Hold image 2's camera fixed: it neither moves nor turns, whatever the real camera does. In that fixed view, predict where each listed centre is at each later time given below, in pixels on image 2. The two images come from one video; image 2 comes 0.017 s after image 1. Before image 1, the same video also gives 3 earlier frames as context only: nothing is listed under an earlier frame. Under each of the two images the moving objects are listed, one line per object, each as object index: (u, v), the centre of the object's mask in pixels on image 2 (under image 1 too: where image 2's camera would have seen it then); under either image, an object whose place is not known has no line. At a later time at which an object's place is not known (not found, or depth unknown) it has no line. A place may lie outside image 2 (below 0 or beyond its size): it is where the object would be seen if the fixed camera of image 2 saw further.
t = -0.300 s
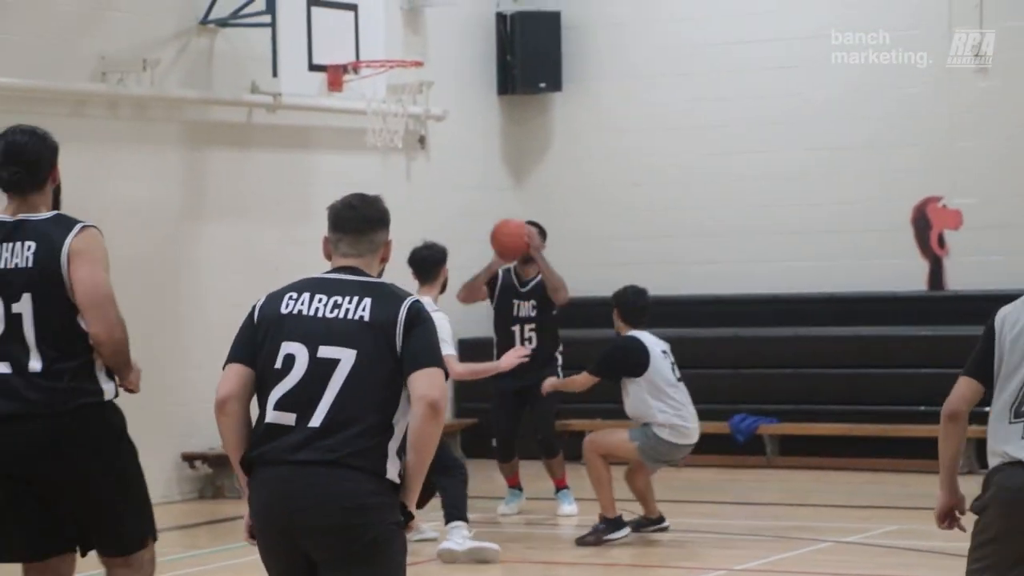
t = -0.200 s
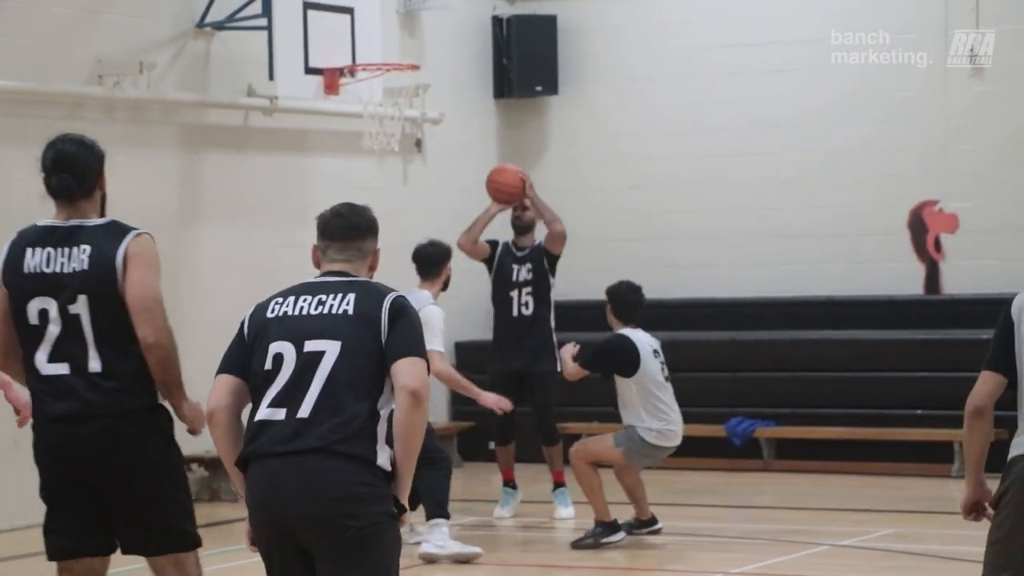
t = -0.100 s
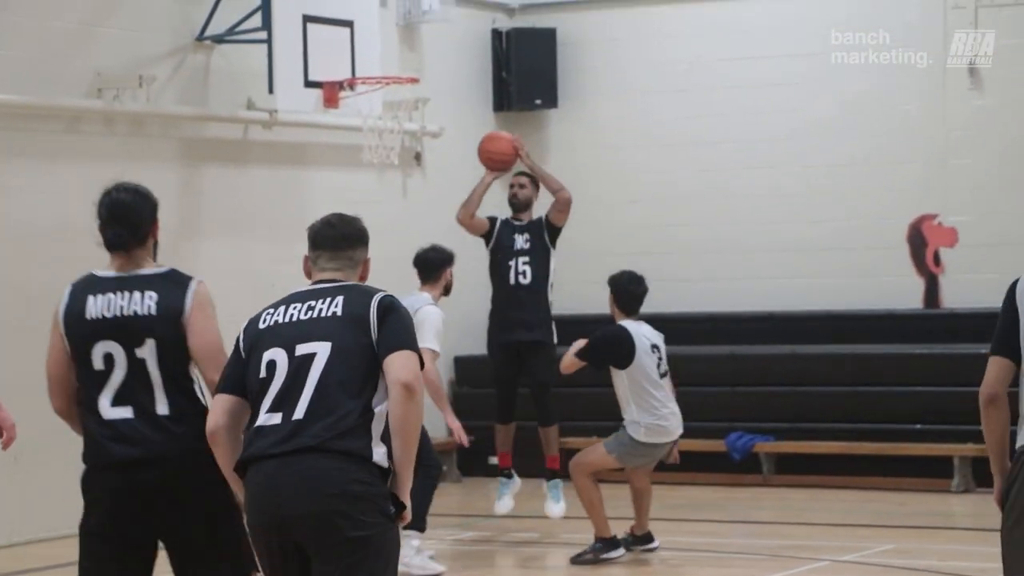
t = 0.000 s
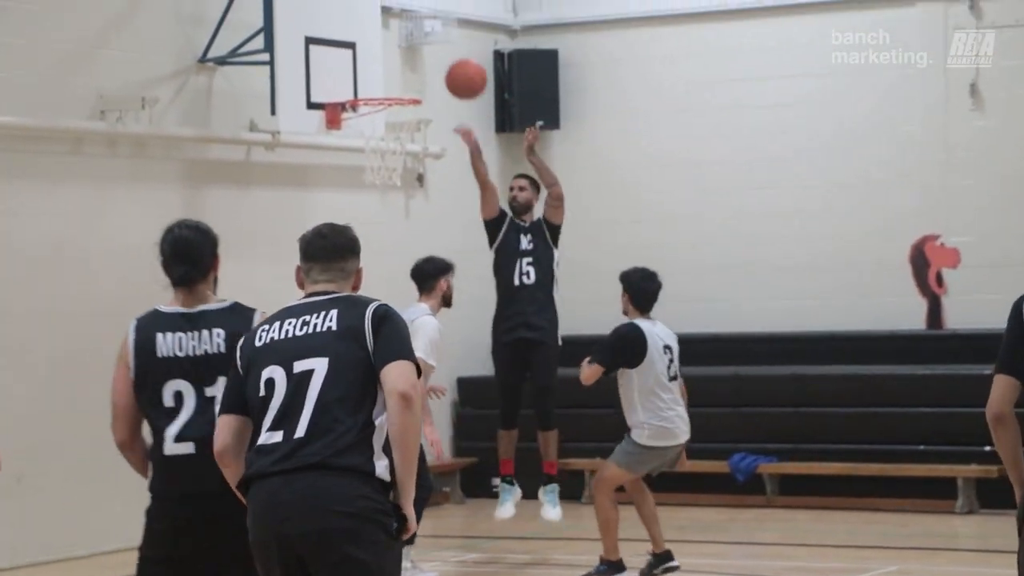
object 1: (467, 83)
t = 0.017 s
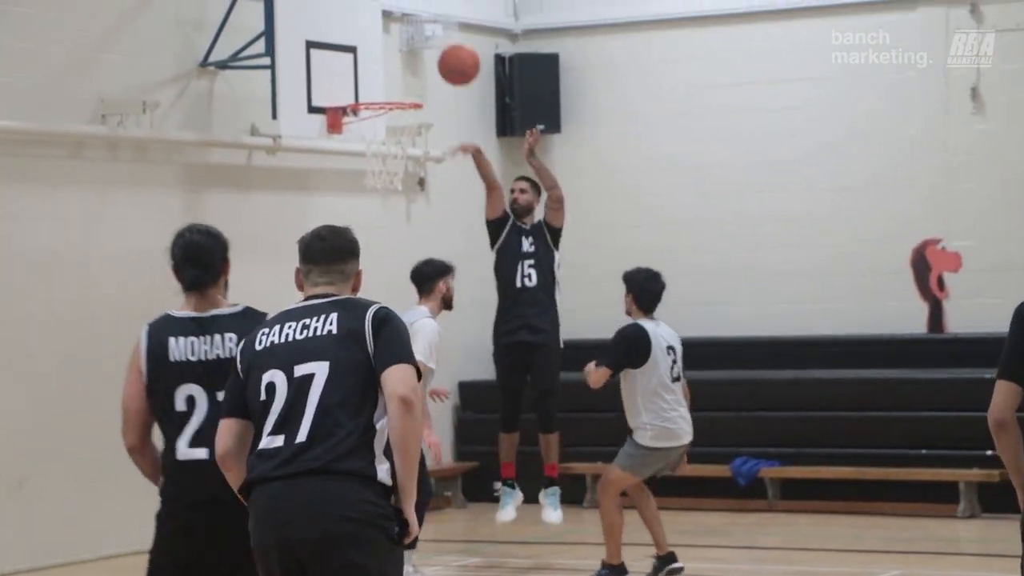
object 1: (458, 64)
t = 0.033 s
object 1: (450, 46)
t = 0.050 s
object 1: (442, 28)
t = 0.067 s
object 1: (433, 10)
